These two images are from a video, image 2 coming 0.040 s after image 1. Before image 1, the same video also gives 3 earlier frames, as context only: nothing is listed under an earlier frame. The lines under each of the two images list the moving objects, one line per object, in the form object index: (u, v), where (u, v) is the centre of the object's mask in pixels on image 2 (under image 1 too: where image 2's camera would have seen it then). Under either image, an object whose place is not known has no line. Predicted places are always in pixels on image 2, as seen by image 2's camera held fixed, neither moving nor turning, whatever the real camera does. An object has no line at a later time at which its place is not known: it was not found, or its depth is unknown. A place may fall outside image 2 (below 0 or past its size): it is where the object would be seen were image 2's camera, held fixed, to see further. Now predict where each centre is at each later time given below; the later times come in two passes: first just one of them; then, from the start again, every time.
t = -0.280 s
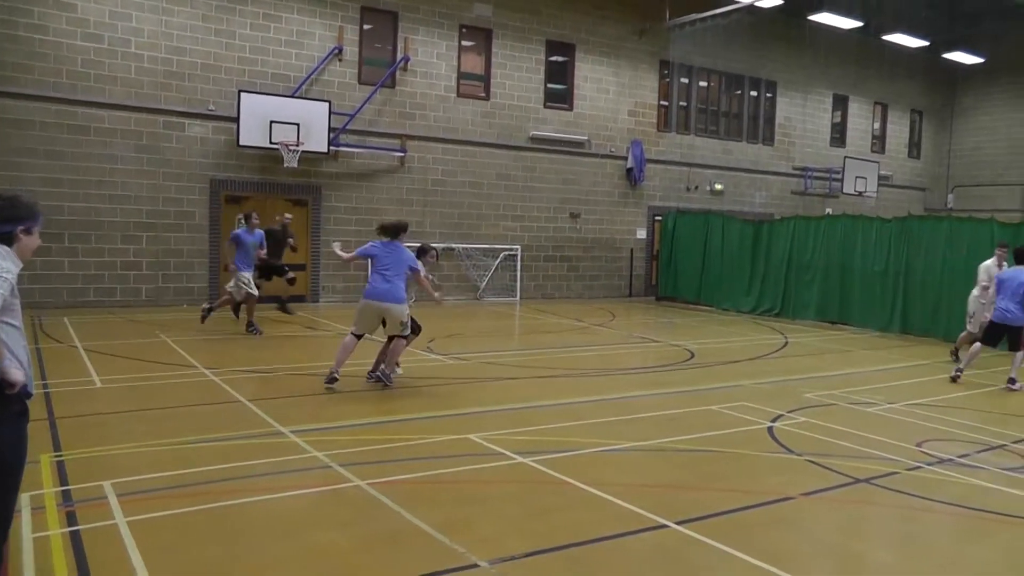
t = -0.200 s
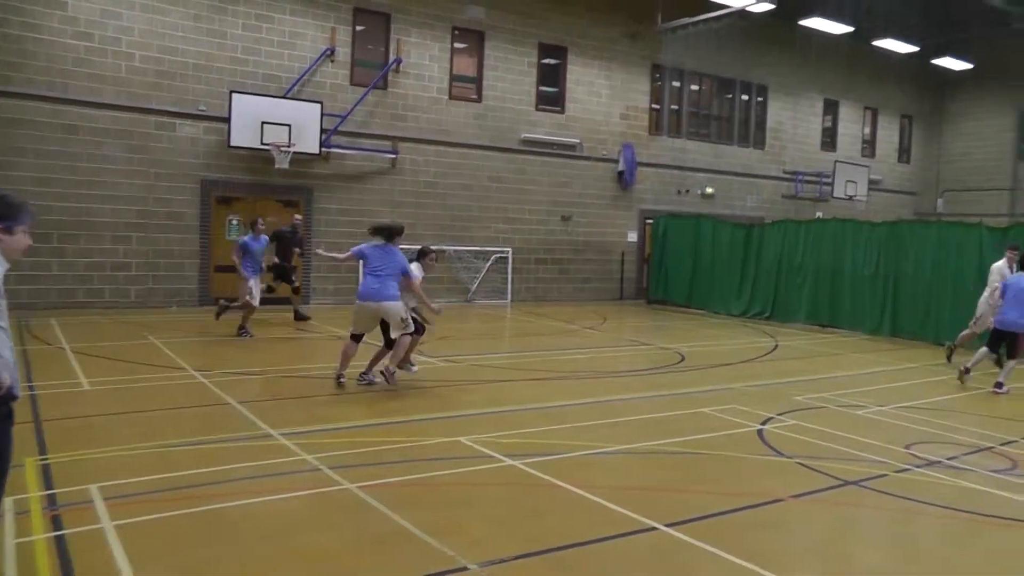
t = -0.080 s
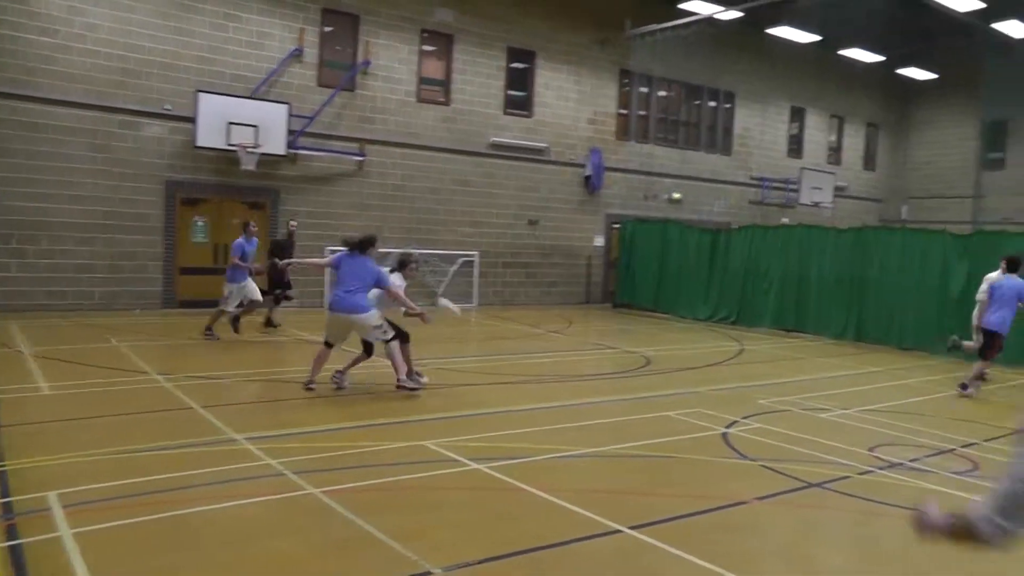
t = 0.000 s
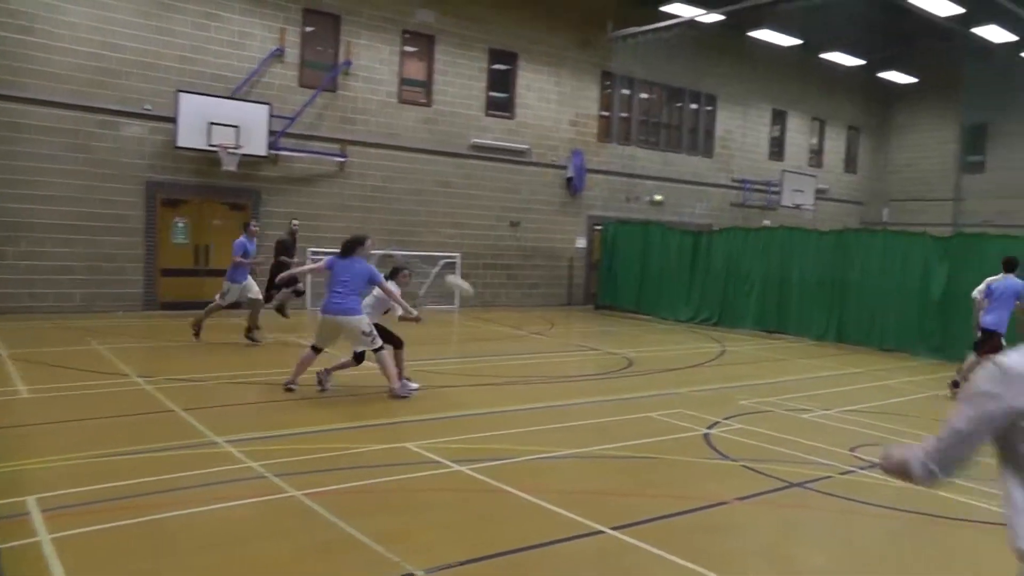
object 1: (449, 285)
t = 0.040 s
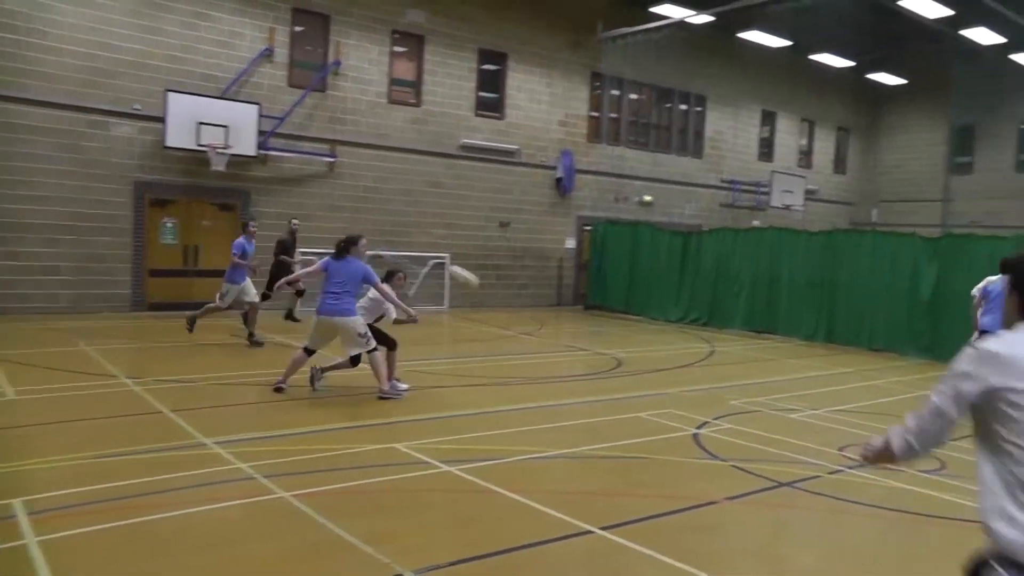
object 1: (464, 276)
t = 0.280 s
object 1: (590, 245)
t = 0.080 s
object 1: (480, 267)
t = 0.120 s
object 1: (496, 259)
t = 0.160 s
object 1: (516, 253)
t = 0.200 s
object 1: (537, 249)
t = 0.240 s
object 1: (562, 247)
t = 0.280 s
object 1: (590, 245)
